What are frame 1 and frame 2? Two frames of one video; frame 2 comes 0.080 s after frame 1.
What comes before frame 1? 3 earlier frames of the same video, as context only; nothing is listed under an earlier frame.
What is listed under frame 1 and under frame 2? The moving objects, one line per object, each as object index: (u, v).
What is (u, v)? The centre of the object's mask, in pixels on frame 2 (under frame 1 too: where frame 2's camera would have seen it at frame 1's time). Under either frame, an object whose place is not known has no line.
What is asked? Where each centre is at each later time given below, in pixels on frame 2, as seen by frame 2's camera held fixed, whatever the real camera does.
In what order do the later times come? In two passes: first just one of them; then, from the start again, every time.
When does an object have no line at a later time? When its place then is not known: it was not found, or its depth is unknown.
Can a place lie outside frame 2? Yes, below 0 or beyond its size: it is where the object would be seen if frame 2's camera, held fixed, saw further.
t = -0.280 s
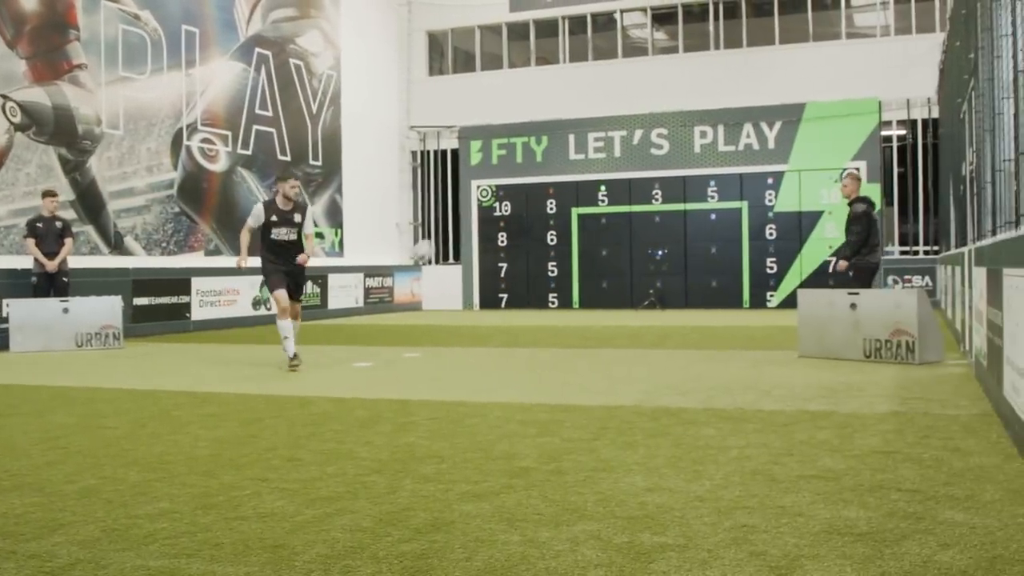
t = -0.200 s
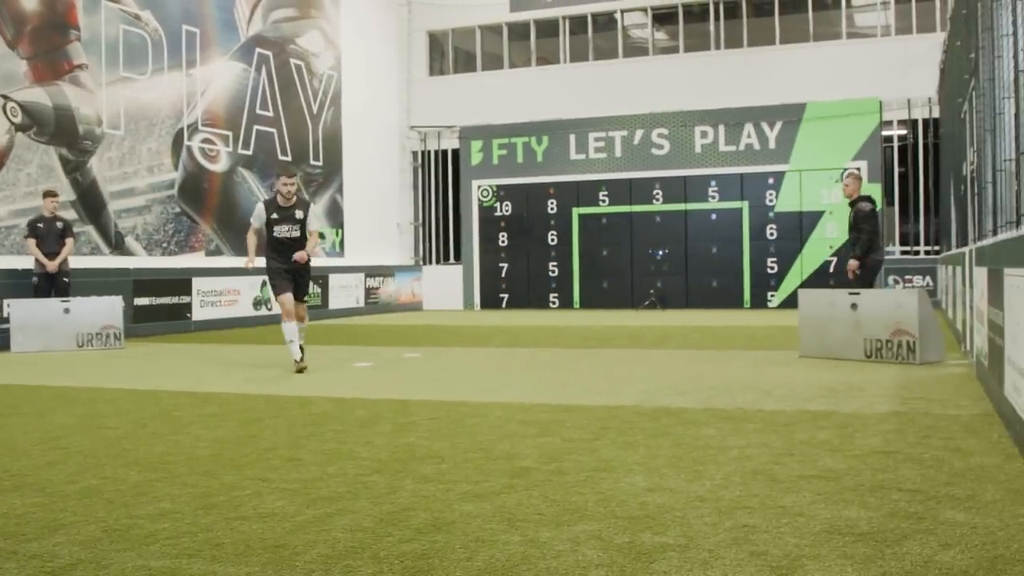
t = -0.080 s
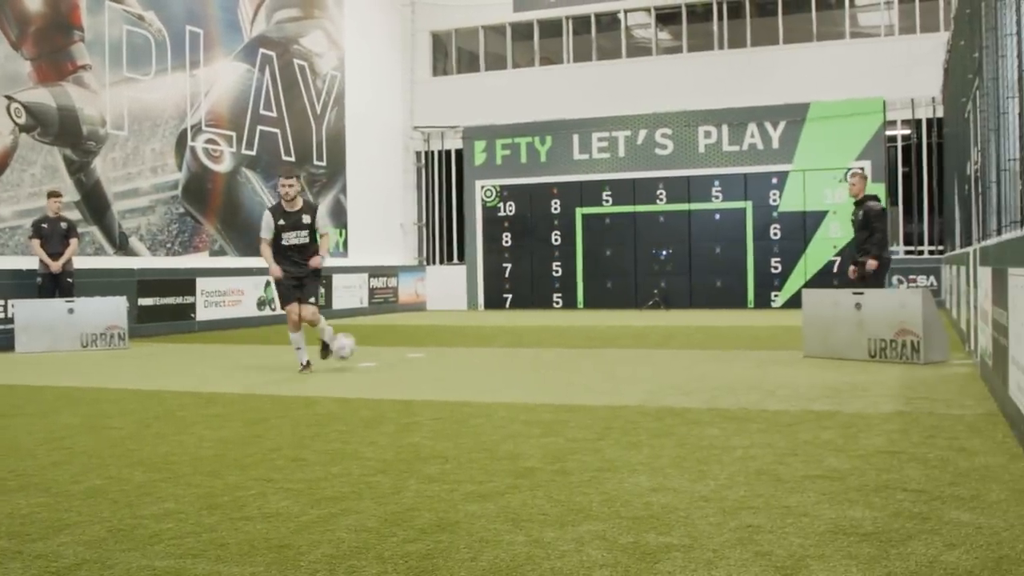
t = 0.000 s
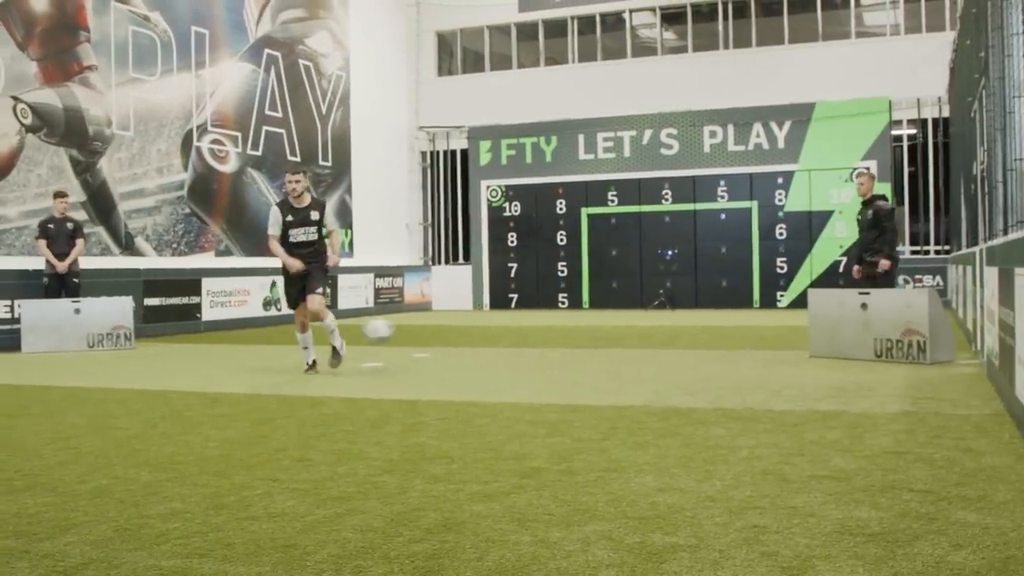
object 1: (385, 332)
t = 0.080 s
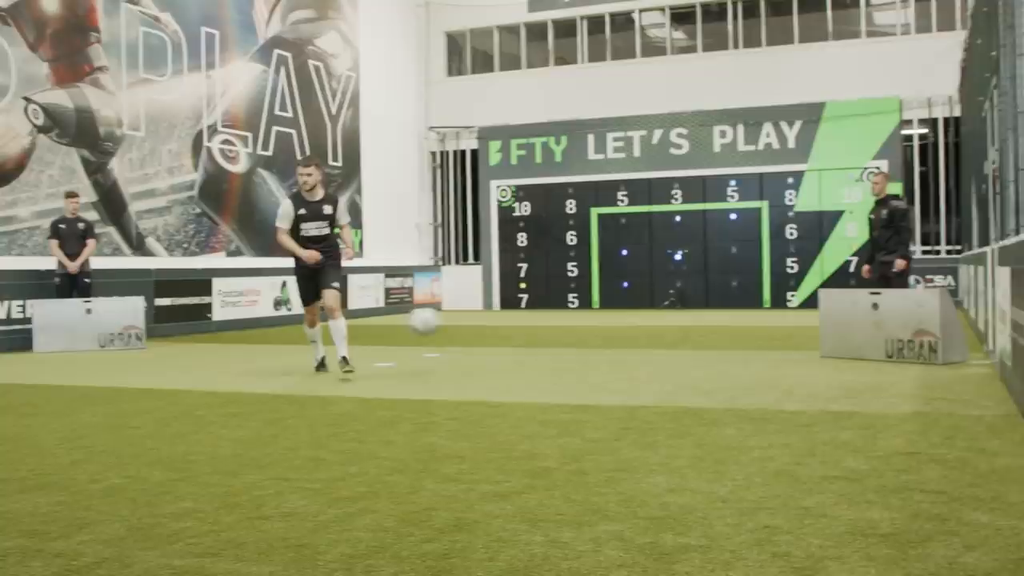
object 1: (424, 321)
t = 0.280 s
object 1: (537, 330)
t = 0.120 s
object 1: (444, 318)
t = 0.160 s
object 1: (466, 319)
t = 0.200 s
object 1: (488, 319)
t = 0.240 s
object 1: (513, 324)
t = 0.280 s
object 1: (537, 330)
